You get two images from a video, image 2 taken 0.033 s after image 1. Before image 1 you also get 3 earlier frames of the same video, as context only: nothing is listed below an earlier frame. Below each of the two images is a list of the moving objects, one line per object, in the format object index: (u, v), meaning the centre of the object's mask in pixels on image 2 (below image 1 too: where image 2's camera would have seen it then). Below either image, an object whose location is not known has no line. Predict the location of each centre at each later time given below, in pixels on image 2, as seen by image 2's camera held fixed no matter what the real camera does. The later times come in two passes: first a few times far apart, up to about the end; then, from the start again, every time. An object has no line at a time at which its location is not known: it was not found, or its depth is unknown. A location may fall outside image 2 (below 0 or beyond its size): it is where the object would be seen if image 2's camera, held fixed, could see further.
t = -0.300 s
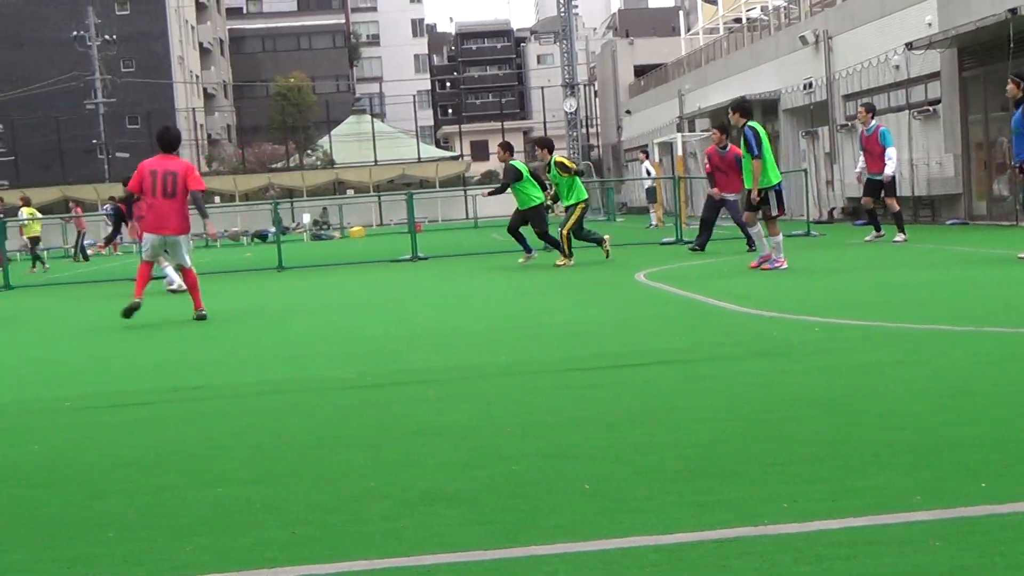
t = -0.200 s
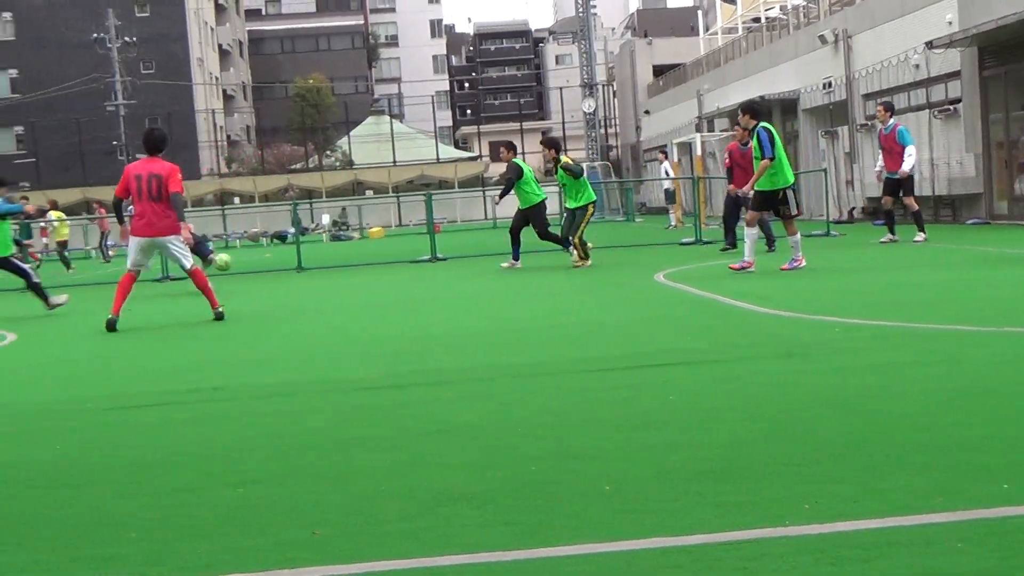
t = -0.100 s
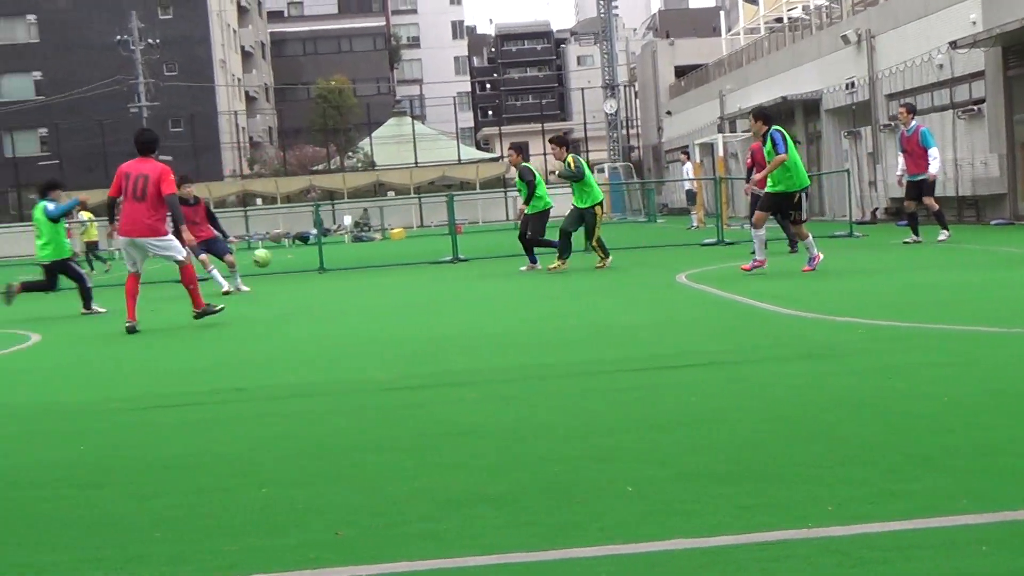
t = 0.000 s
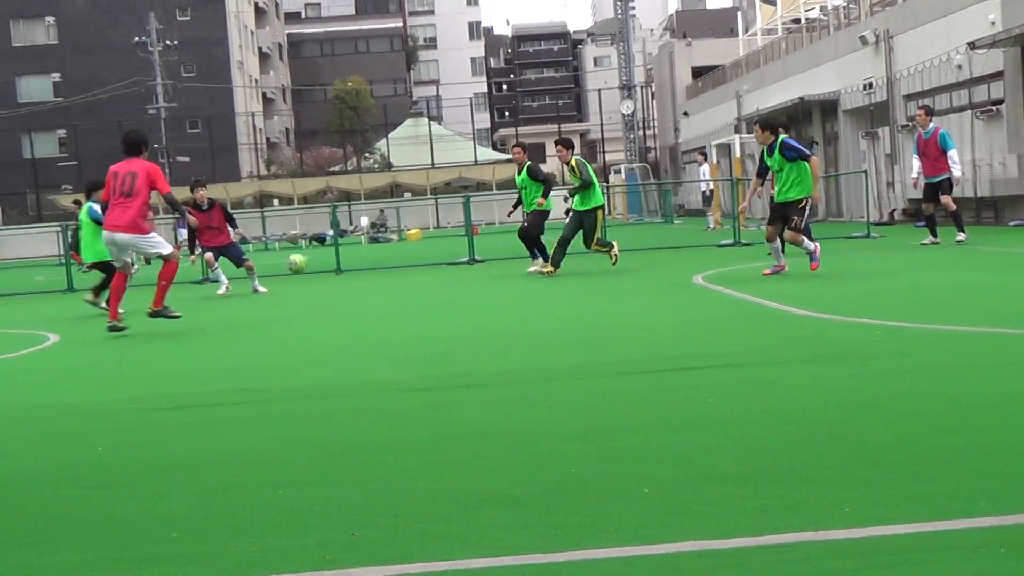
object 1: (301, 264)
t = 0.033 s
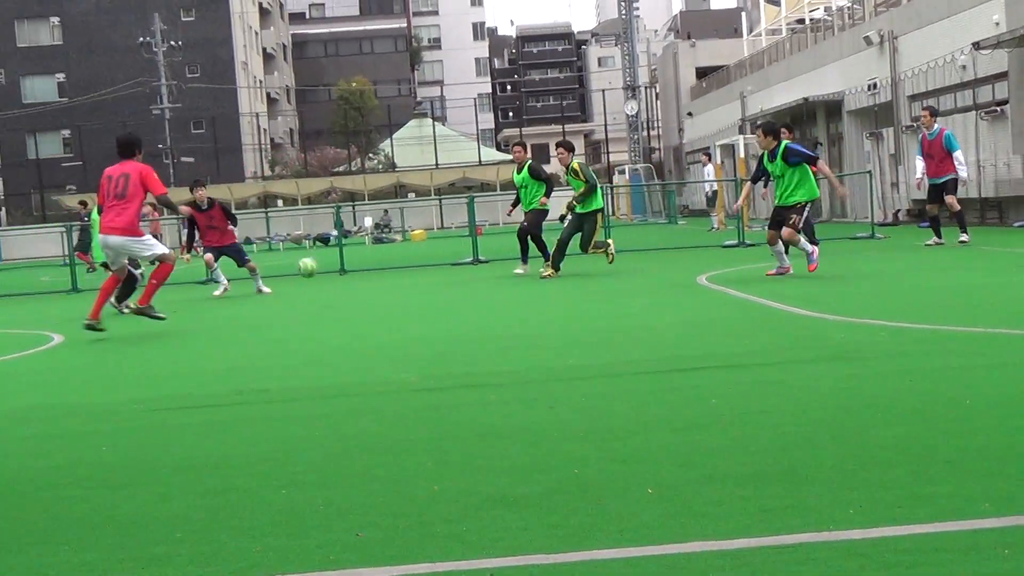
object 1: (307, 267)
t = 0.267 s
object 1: (356, 288)
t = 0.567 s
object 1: (430, 300)
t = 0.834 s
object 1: (514, 311)
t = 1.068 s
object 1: (601, 321)
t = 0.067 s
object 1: (314, 272)
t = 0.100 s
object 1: (321, 279)
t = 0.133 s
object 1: (328, 287)
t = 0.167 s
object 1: (336, 296)
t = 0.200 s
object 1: (344, 296)
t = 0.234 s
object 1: (350, 292)
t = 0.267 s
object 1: (356, 288)
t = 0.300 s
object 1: (364, 286)
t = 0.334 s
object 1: (371, 286)
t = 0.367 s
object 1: (378, 286)
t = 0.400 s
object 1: (387, 288)
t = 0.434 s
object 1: (395, 292)
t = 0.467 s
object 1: (404, 296)
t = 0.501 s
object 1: (413, 303)
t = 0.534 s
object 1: (422, 303)
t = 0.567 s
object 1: (430, 300)
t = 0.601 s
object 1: (440, 297)
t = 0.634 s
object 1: (449, 297)
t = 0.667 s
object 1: (459, 298)
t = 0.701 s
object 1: (469, 300)
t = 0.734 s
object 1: (480, 305)
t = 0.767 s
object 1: (491, 311)
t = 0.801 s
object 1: (502, 311)
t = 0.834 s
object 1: (514, 311)
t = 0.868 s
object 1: (525, 312)
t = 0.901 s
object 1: (538, 315)
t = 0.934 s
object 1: (551, 316)
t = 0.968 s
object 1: (564, 316)
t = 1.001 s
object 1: (576, 317)
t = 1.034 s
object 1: (590, 320)
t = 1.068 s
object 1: (601, 321)
